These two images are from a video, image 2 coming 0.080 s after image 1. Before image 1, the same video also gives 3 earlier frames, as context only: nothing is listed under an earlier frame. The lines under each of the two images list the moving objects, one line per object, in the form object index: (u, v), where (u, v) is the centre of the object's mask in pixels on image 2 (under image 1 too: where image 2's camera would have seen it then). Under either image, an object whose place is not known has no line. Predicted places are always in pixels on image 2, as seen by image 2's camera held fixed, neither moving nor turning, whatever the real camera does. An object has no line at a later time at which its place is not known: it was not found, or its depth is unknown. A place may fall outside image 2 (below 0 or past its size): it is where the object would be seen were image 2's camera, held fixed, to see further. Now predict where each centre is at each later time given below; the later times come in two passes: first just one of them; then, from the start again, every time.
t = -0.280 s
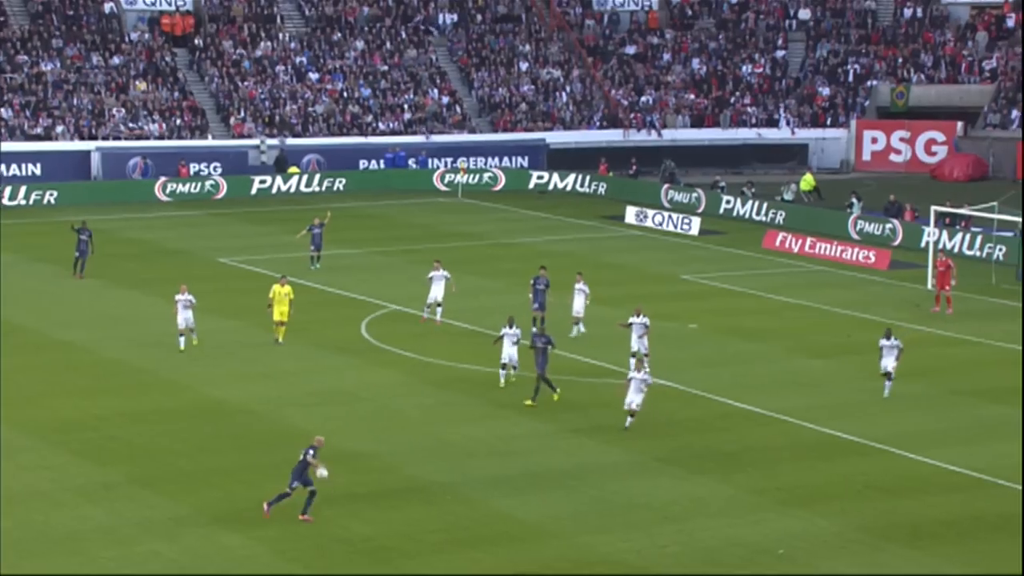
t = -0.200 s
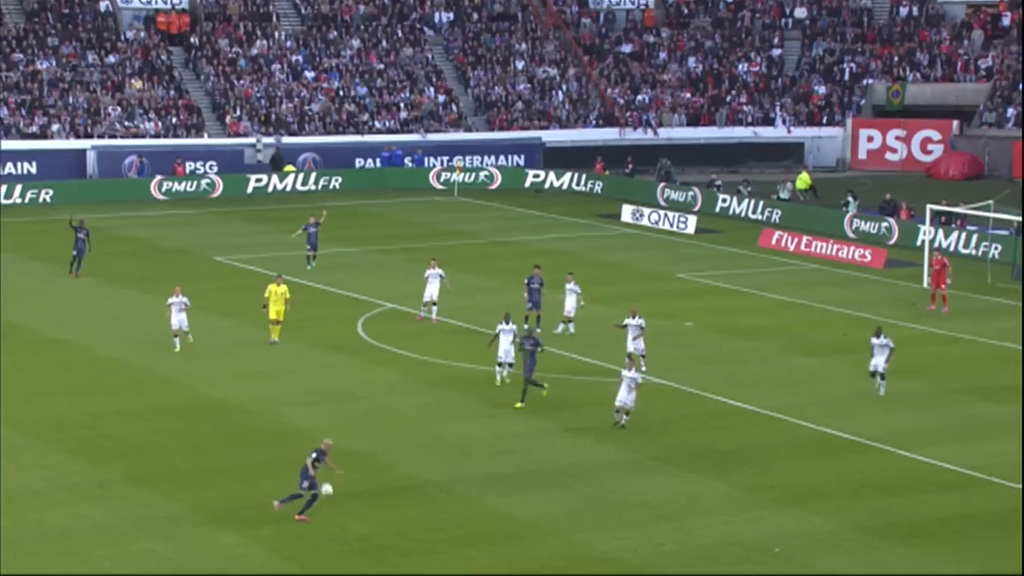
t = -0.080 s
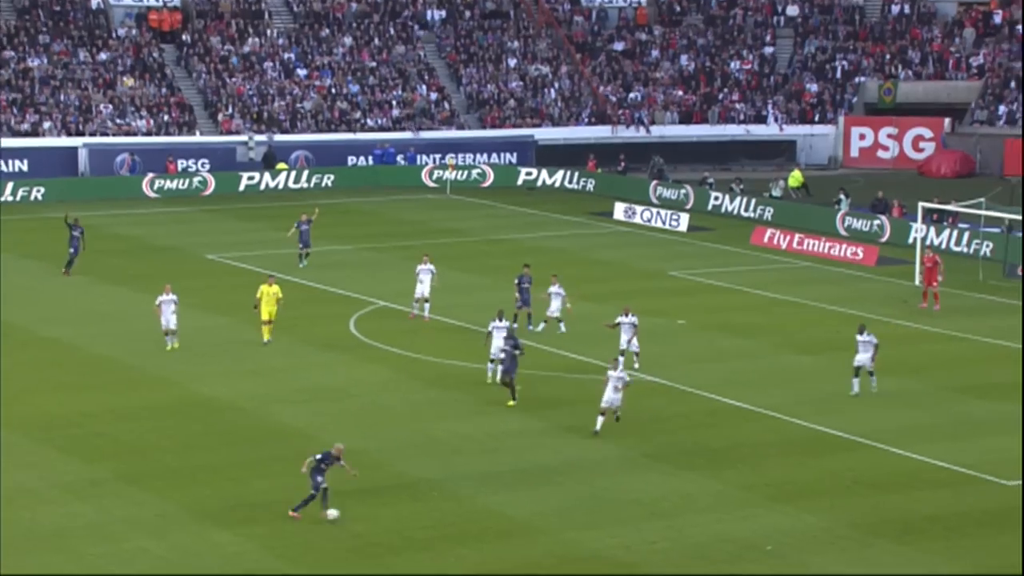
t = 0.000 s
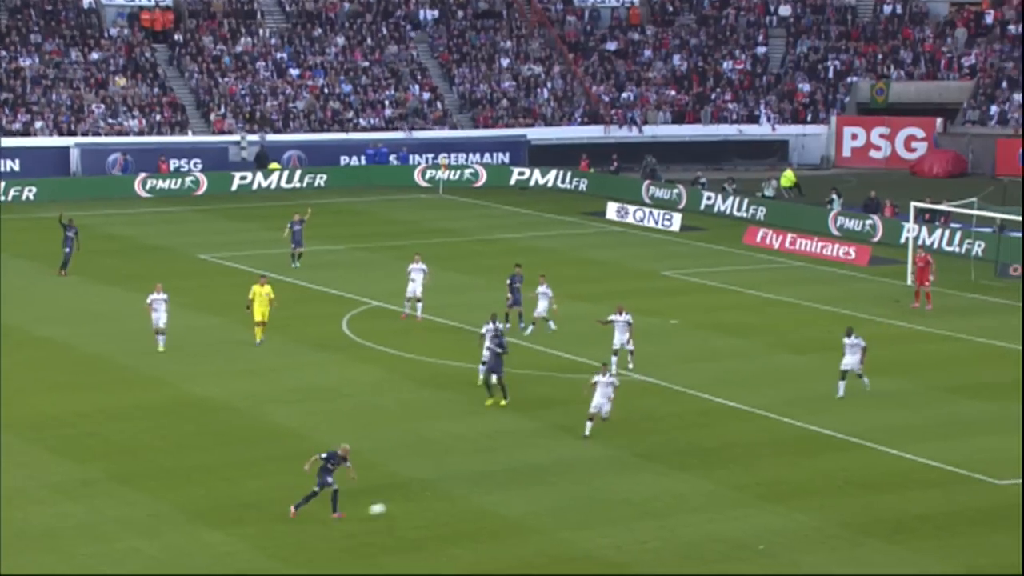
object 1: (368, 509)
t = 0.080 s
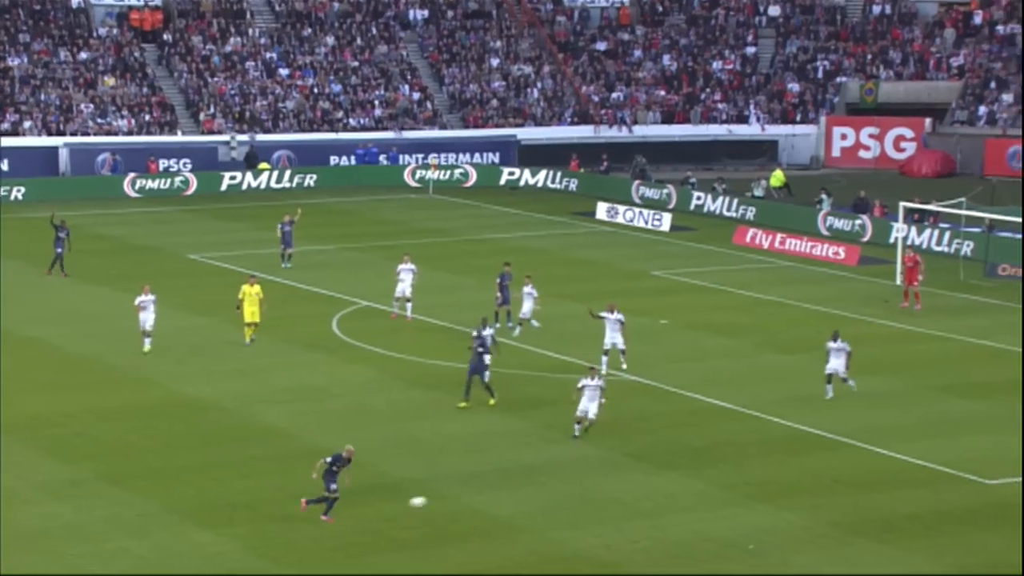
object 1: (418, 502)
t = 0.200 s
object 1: (492, 498)
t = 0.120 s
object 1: (442, 499)
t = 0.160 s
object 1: (467, 498)
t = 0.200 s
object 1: (492, 498)
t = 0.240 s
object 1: (516, 499)
